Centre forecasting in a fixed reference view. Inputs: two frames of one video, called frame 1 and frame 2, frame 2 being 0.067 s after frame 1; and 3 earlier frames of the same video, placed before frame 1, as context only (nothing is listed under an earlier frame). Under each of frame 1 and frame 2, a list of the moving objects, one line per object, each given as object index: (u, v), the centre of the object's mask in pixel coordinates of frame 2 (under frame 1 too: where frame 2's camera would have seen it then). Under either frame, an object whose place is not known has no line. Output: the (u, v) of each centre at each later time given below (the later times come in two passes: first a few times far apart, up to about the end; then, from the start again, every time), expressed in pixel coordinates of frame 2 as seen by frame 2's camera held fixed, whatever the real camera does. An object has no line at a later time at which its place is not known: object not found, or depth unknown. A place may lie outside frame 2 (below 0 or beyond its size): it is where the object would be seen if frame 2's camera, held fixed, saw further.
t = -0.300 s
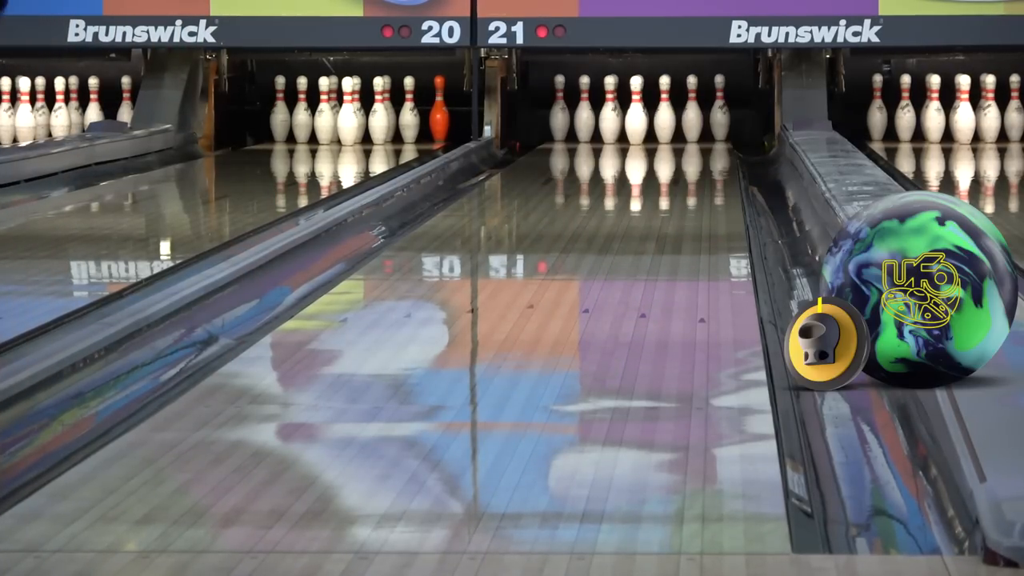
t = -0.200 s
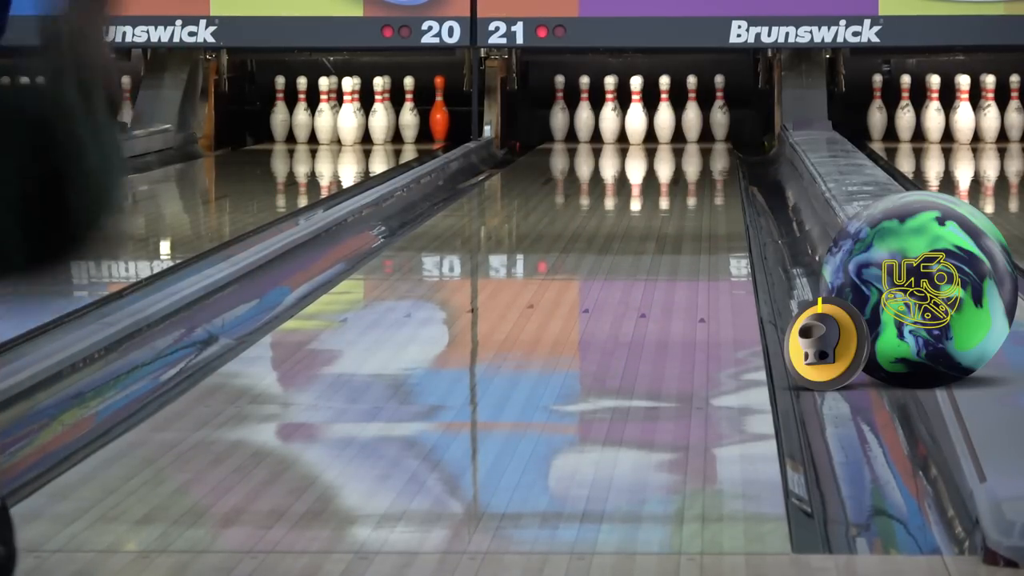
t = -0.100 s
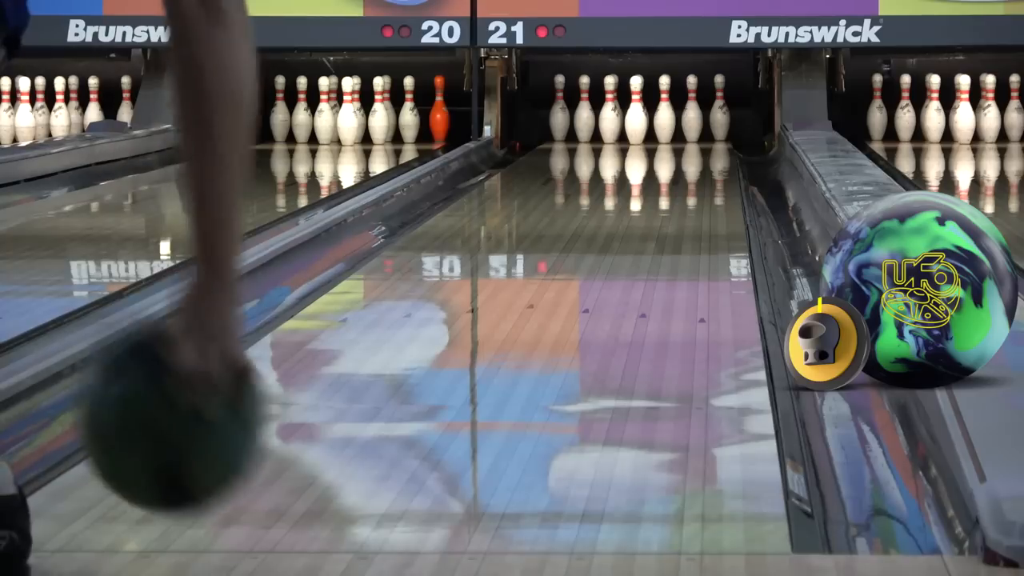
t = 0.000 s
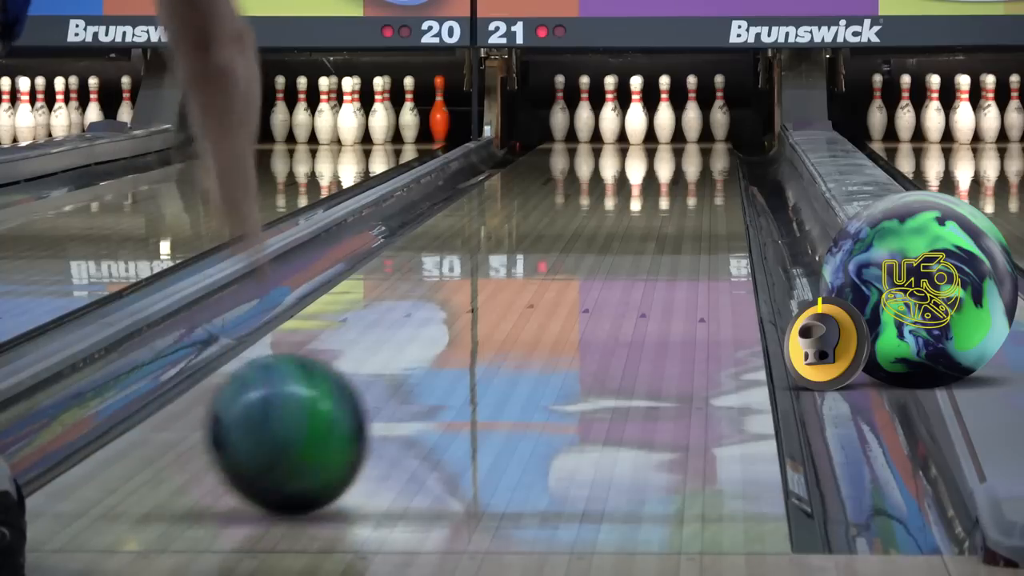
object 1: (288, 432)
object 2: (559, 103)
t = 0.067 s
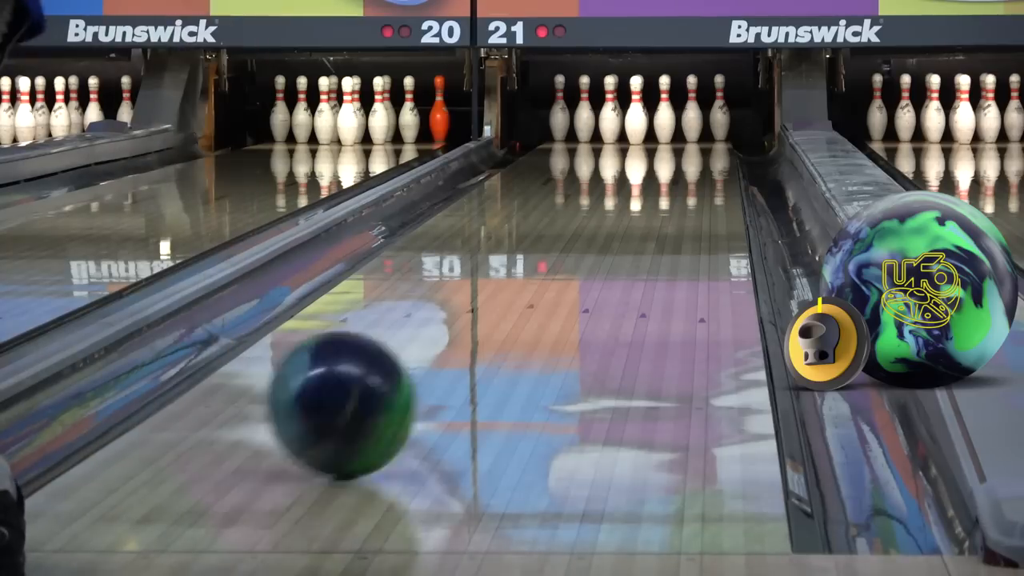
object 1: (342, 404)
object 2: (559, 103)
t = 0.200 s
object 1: (424, 354)
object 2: (559, 103)
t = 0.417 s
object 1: (516, 290)
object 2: (559, 103)
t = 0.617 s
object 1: (574, 250)
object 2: (559, 103)
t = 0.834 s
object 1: (616, 218)
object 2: (559, 103)
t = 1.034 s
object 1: (646, 195)
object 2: (559, 103)
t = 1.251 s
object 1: (669, 178)
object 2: (559, 103)
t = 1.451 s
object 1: (684, 163)
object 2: (559, 103)
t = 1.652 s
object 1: (696, 152)
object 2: (559, 103)
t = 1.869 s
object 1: (695, 142)
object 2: (559, 103)
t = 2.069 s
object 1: (684, 135)
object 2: (559, 103)
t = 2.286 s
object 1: (661, 128)
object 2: (559, 103)
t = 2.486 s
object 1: (651, 124)
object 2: (558, 101)
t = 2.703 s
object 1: (643, 121)
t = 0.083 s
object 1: (354, 396)
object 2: (559, 103)
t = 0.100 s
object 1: (365, 390)
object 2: (559, 103)
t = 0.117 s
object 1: (376, 383)
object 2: (559, 103)
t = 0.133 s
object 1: (386, 376)
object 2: (559, 104)
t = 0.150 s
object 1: (396, 370)
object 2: (559, 105)
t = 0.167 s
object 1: (406, 364)
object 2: (559, 104)
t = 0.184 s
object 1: (415, 359)
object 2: (559, 103)
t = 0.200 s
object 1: (424, 354)
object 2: (559, 103)
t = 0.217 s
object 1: (433, 348)
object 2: (559, 103)
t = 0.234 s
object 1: (441, 342)
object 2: (559, 103)
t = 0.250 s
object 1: (449, 337)
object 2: (559, 103)
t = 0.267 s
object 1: (457, 332)
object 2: (559, 103)
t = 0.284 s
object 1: (464, 327)
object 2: (559, 103)
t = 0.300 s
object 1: (471, 322)
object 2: (559, 103)
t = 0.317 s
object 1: (479, 317)
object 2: (559, 103)
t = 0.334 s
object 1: (486, 313)
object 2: (559, 103)
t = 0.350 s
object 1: (492, 308)
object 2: (559, 103)
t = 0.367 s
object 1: (498, 303)
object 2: (559, 103)
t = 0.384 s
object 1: (504, 298)
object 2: (559, 103)
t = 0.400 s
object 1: (510, 295)
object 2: (559, 103)
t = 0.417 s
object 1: (516, 290)
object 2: (559, 103)
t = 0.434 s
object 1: (521, 286)
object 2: (559, 103)
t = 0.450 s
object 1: (527, 282)
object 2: (559, 103)
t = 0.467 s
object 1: (533, 279)
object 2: (559, 103)
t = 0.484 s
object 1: (538, 275)
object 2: (559, 103)
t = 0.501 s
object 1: (543, 272)
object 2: (559, 103)
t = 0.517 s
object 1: (548, 268)
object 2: (559, 103)
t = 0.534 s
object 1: (552, 265)
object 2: (559, 103)
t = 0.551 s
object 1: (556, 262)
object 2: (559, 103)
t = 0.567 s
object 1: (561, 258)
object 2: (559, 103)
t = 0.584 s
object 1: (565, 255)
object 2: (559, 103)
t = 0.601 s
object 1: (569, 252)
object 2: (559, 103)
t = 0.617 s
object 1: (574, 250)
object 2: (559, 103)
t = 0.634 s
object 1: (578, 247)
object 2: (559, 103)
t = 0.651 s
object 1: (581, 244)
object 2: (559, 103)
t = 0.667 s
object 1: (585, 241)
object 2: (559, 103)
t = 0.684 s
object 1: (589, 238)
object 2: (559, 104)
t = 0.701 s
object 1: (592, 236)
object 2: (559, 103)
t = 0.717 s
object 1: (595, 234)
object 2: (559, 103)
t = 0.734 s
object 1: (598, 231)
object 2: (559, 104)
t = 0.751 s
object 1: (602, 229)
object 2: (559, 104)
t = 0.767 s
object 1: (605, 226)
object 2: (559, 103)
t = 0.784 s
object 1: (608, 224)
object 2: (559, 103)
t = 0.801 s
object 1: (611, 222)
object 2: (559, 103)
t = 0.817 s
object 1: (614, 220)
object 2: (559, 104)
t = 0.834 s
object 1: (616, 218)
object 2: (559, 103)
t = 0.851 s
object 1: (620, 215)
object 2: (559, 103)
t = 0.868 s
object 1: (623, 213)
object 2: (559, 104)
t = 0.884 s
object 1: (625, 211)
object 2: (559, 103)
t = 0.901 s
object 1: (628, 210)
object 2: (559, 103)
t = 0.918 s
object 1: (631, 207)
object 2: (559, 103)
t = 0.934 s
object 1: (633, 206)
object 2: (559, 103)
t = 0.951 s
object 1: (635, 204)
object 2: (559, 103)
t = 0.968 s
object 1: (638, 202)
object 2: (559, 103)
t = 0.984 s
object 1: (639, 201)
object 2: (559, 103)
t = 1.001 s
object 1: (642, 199)
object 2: (559, 103)
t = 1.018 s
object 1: (644, 197)
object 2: (559, 103)
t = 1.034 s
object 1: (646, 195)
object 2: (559, 103)
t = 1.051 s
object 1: (648, 194)
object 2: (559, 103)
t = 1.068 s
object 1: (650, 192)
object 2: (559, 103)
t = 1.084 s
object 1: (652, 190)
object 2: (559, 103)
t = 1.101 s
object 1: (654, 189)
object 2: (559, 103)
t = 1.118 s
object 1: (656, 188)
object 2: (559, 103)
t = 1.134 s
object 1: (658, 186)
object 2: (559, 103)
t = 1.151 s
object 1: (660, 185)
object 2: (559, 103)
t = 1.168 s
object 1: (662, 184)
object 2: (559, 103)
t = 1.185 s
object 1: (664, 182)
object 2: (559, 103)
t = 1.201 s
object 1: (665, 181)
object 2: (559, 103)
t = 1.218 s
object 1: (667, 180)
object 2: (559, 103)
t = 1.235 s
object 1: (668, 179)
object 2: (559, 103)
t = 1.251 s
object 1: (669, 178)
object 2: (559, 103)
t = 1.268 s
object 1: (671, 176)
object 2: (559, 103)
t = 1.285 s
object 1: (672, 174)
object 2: (559, 103)
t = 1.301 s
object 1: (673, 174)
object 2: (559, 103)
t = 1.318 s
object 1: (675, 172)
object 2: (559, 103)
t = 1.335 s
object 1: (677, 170)
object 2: (559, 103)
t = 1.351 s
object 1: (678, 169)
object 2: (559, 103)
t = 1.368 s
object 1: (679, 168)
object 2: (559, 103)
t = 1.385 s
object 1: (680, 168)
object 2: (559, 103)
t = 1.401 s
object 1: (681, 166)
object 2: (559, 103)
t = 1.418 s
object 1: (682, 165)
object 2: (559, 103)
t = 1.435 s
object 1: (683, 164)
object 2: (559, 103)
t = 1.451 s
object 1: (684, 163)
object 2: (559, 103)
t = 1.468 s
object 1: (686, 162)
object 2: (559, 103)
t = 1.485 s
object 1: (688, 161)
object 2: (559, 103)
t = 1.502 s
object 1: (689, 160)
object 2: (559, 103)
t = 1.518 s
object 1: (690, 159)
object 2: (559, 103)
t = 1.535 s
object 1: (691, 158)
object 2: (559, 103)
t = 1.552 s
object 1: (692, 157)
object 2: (559, 103)
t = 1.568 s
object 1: (692, 156)
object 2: (559, 103)
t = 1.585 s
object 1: (693, 155)
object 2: (559, 103)
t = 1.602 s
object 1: (694, 154)
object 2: (559, 103)
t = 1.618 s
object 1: (695, 154)
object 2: (559, 103)
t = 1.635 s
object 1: (695, 153)
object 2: (559, 103)
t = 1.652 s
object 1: (696, 152)
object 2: (559, 103)
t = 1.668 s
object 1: (696, 151)
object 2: (559, 103)
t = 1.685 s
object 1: (697, 150)
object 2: (559, 103)
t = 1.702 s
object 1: (697, 149)
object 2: (559, 103)
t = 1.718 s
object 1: (697, 149)
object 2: (559, 103)
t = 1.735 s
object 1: (697, 148)
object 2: (559, 103)
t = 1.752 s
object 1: (697, 147)
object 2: (559, 103)
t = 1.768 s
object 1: (697, 147)
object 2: (559, 103)
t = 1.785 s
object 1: (697, 146)
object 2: (559, 103)
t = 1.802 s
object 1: (697, 145)
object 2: (559, 103)
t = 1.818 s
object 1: (697, 144)
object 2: (559, 103)
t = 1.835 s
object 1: (696, 143)
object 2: (559, 103)
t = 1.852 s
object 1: (696, 143)
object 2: (559, 103)
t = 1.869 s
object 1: (695, 142)
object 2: (559, 103)
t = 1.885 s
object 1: (695, 141)
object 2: (559, 103)
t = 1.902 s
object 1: (694, 141)
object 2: (559, 103)
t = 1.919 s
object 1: (693, 140)
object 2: (559, 103)
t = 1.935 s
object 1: (692, 140)
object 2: (559, 103)
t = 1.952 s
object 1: (692, 139)
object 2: (559, 103)
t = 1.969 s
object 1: (691, 138)
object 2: (559, 103)
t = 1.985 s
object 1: (690, 137)
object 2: (559, 103)
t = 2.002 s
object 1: (689, 137)
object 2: (559, 103)
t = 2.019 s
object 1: (687, 137)
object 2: (559, 103)
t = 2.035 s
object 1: (686, 136)
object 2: (559, 103)
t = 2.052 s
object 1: (685, 135)
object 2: (559, 103)
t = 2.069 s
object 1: (684, 135)
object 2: (559, 103)
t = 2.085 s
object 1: (682, 134)
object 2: (559, 103)
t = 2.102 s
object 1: (681, 133)
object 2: (559, 103)
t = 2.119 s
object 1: (679, 133)
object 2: (559, 103)
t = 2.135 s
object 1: (677, 132)
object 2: (559, 103)
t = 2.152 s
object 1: (675, 132)
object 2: (559, 103)
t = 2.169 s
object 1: (673, 132)
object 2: (559, 103)
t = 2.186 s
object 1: (672, 131)
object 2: (559, 103)
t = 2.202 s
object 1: (669, 131)
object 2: (559, 103)
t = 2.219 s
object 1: (668, 130)
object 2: (559, 103)
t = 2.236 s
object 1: (665, 130)
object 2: (559, 103)
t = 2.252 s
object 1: (664, 129)
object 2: (559, 103)
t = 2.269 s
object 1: (663, 129)
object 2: (559, 103)
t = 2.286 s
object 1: (661, 128)
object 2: (559, 103)
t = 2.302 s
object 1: (660, 127)
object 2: (559, 103)
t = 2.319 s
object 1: (658, 127)
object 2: (559, 103)
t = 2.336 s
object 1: (656, 127)
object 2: (559, 103)
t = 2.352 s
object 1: (655, 126)
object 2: (559, 103)
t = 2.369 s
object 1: (653, 126)
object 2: (559, 103)
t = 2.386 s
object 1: (651, 126)
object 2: (559, 103)
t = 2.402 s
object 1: (651, 125)
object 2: (559, 103)
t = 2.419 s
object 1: (651, 125)
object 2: (559, 103)
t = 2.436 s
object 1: (652, 125)
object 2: (559, 103)
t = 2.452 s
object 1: (652, 124)
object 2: (559, 103)
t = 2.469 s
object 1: (651, 124)
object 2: (558, 102)
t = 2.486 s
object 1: (651, 124)
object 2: (558, 101)
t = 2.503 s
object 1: (650, 125)
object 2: (556, 102)
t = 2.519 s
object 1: (649, 124)
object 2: (554, 108)
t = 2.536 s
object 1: (649, 123)
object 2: (550, 109)
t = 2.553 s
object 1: (650, 123)
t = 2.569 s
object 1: (650, 123)
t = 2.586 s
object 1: (649, 123)
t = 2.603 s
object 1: (648, 122)
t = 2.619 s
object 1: (648, 122)
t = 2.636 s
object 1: (648, 122)
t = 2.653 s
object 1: (647, 122)
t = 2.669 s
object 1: (647, 122)
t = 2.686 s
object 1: (645, 121)
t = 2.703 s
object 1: (643, 121)
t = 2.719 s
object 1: (642, 123)
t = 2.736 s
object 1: (641, 123)
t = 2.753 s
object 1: (641, 123)
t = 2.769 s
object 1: (639, 124)
